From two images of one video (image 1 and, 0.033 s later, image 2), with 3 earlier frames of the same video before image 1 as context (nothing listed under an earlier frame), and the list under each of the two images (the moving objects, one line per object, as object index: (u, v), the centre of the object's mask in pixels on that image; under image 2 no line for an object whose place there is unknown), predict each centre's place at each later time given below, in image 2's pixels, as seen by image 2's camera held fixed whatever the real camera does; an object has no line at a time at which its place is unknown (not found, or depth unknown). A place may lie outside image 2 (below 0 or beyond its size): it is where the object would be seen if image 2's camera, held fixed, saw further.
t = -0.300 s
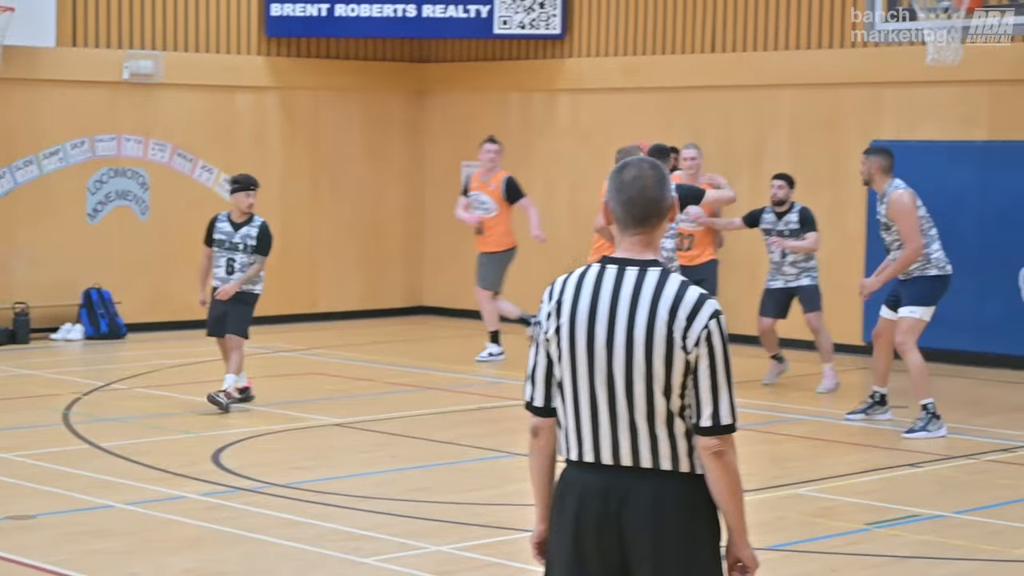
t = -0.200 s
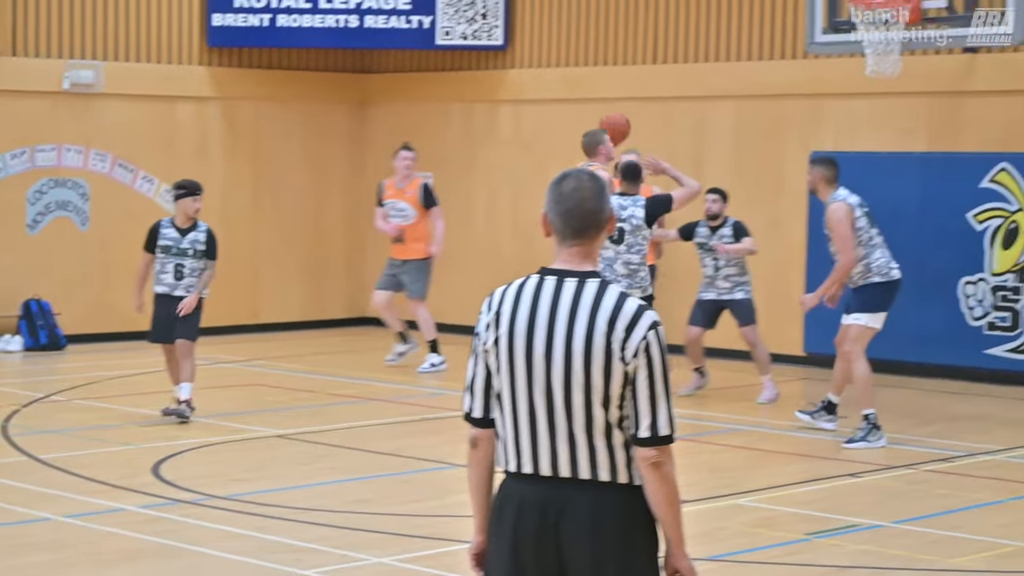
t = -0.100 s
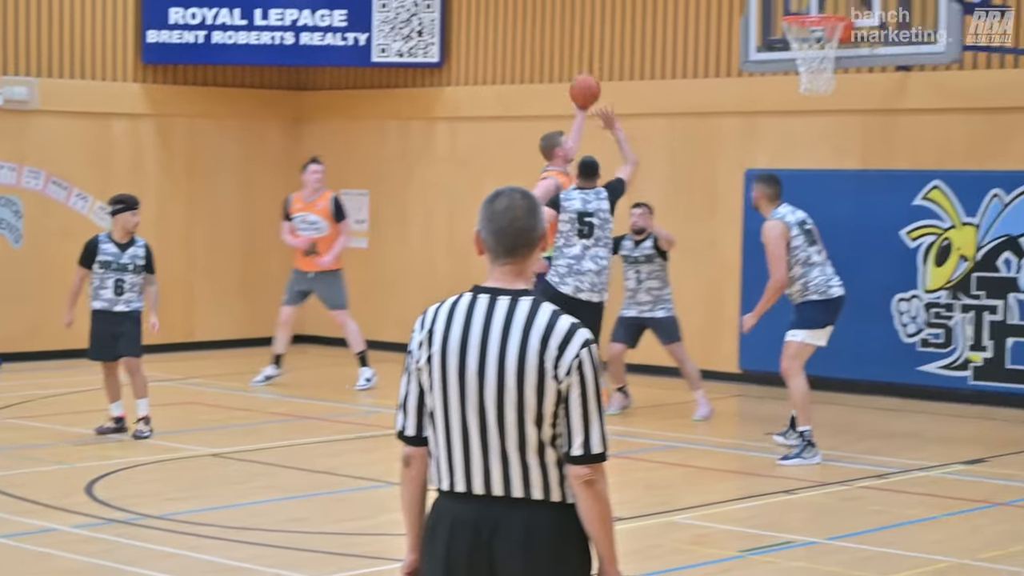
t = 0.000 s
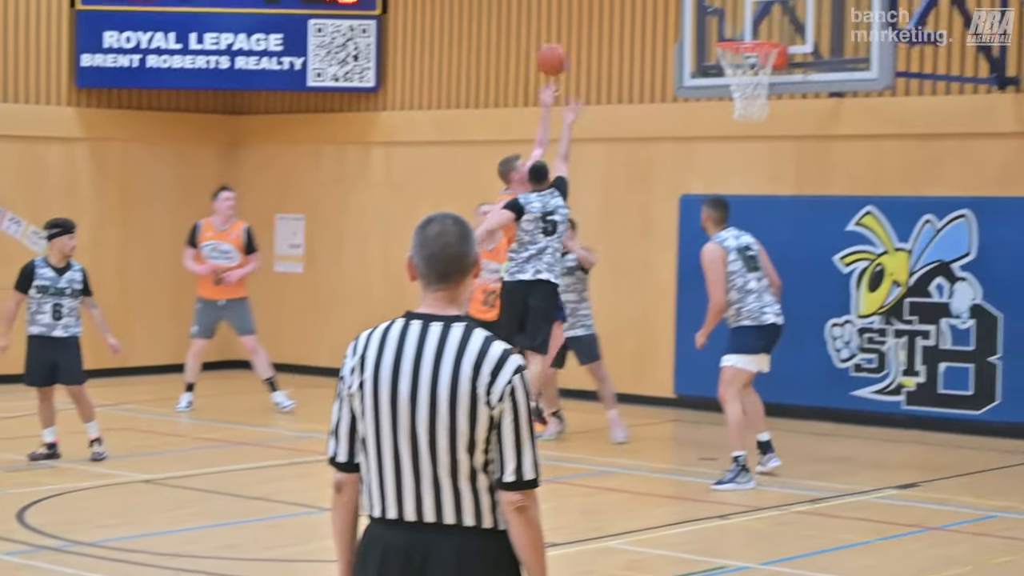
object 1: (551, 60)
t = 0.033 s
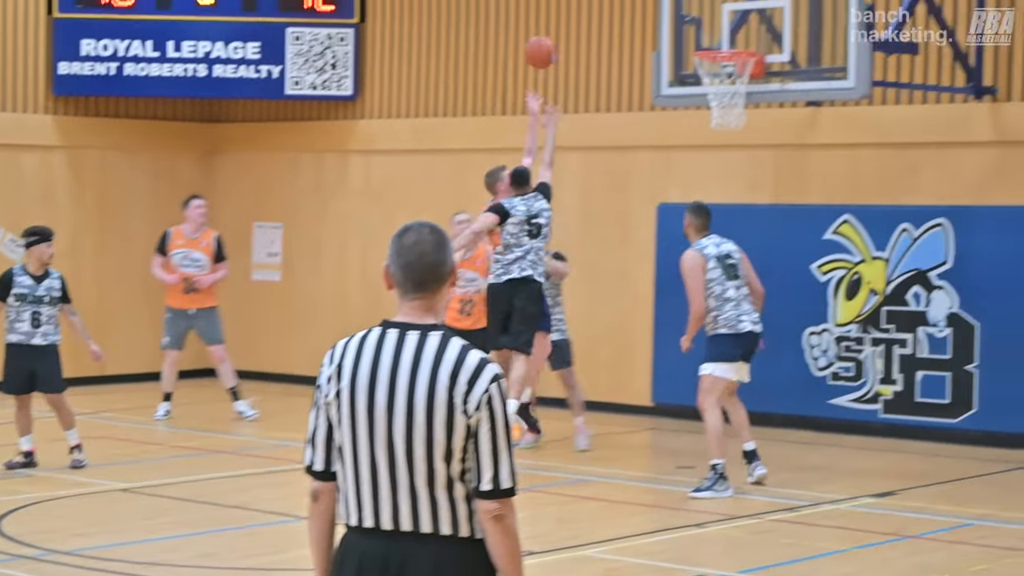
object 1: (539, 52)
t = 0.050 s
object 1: (545, 44)
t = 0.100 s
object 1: (561, 24)
